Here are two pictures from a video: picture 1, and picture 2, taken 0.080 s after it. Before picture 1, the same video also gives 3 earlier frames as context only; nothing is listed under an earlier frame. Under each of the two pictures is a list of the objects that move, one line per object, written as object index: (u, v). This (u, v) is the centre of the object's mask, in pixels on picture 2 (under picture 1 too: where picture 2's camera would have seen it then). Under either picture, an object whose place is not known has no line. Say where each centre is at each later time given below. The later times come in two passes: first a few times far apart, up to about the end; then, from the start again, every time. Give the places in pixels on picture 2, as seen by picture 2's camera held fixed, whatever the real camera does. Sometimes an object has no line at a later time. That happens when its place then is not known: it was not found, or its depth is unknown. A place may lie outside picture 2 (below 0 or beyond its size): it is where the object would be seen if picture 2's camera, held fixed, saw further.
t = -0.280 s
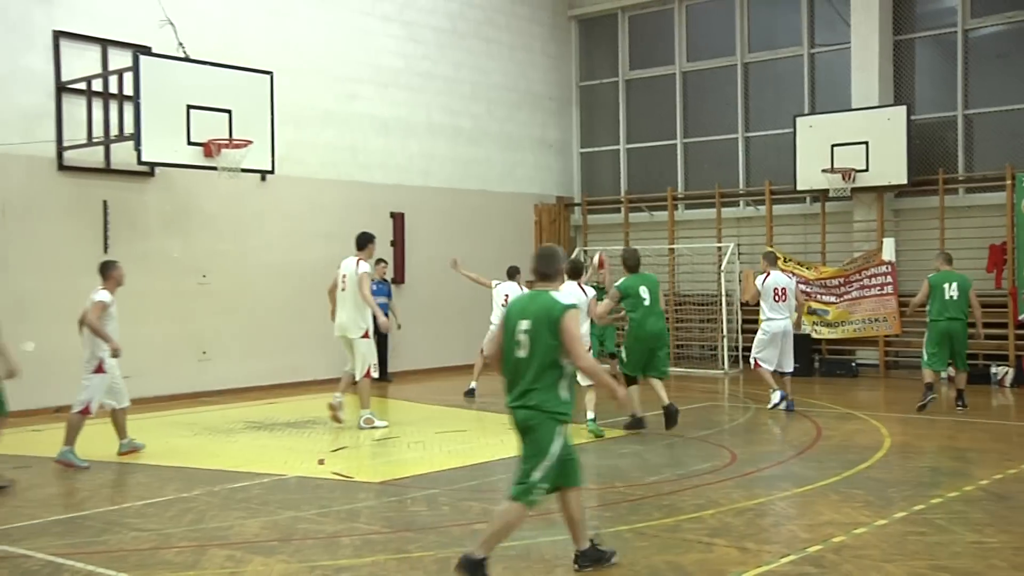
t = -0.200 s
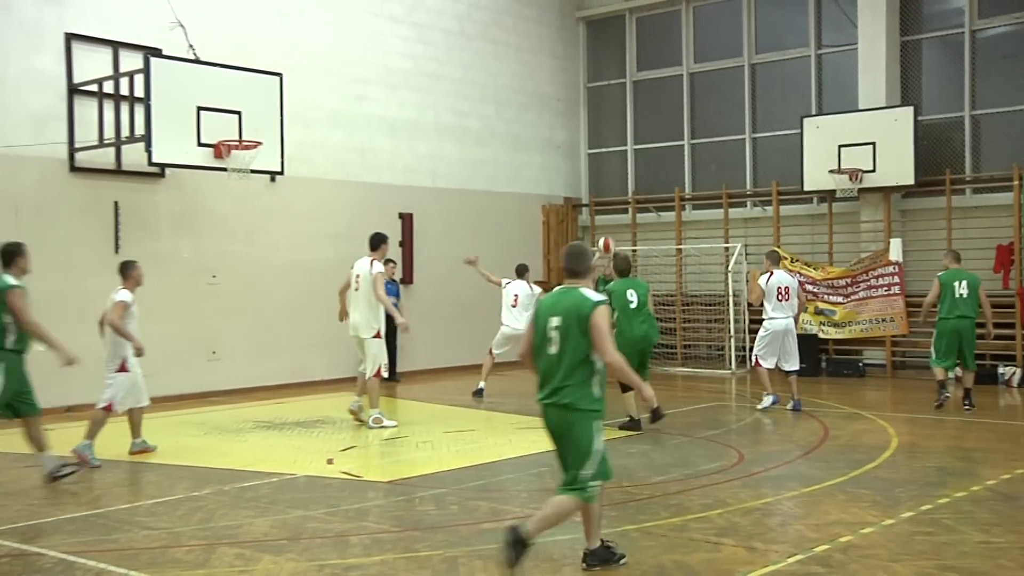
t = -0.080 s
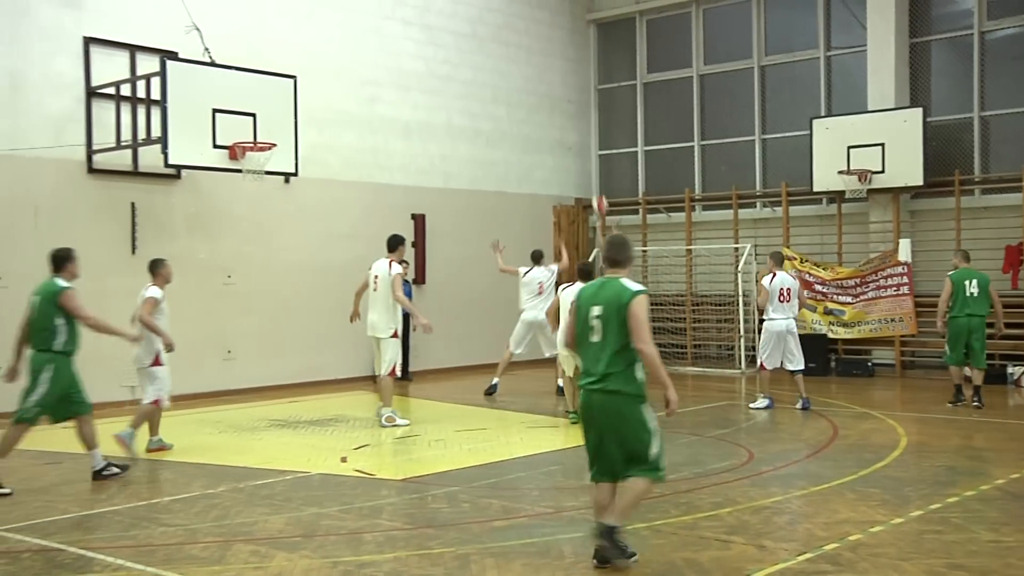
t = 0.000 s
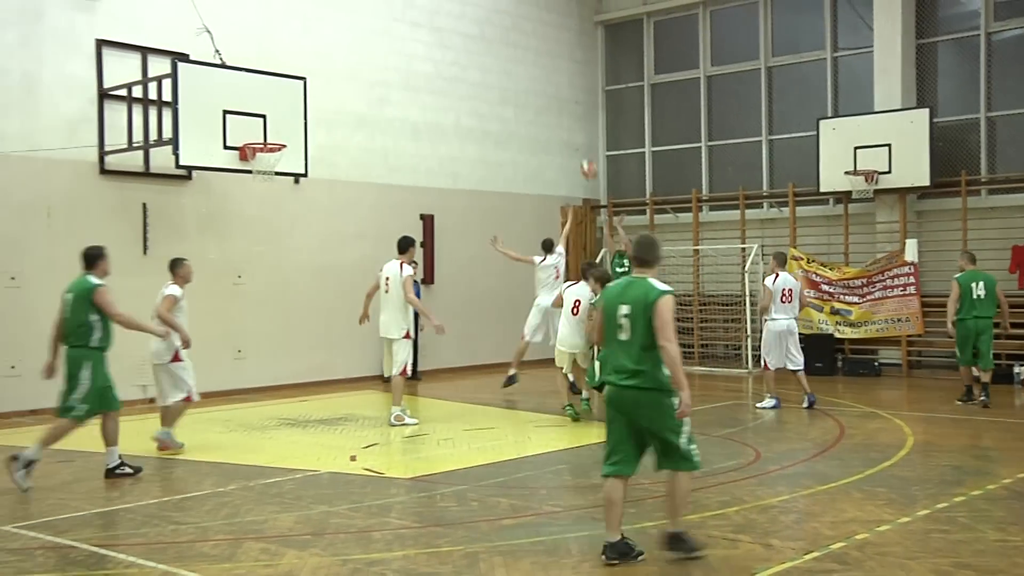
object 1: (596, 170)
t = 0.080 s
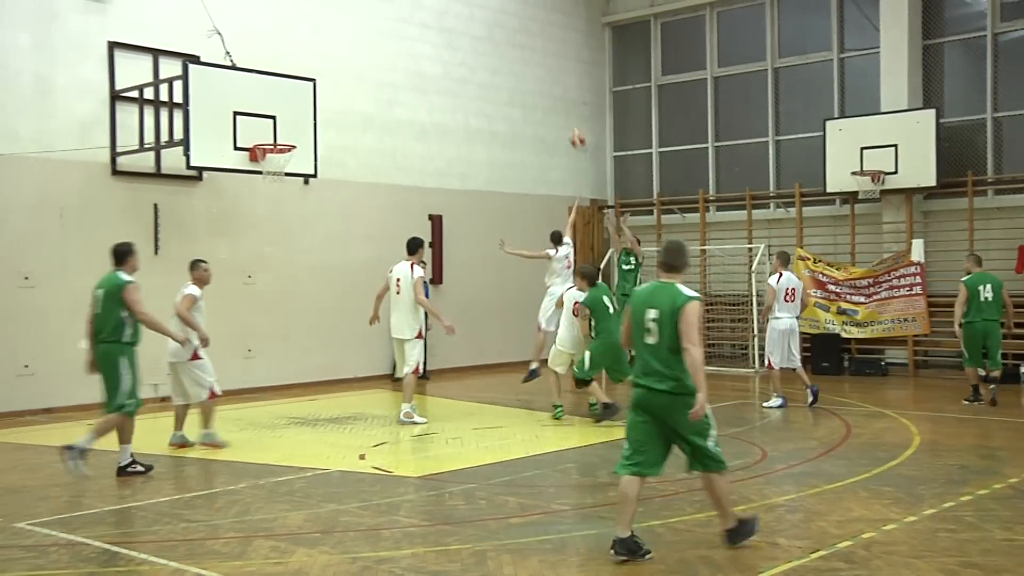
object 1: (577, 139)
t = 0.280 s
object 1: (528, 76)
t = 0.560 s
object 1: (457, 34)
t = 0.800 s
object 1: (390, 43)
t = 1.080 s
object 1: (308, 115)
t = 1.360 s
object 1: (344, 150)
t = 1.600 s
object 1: (425, 197)
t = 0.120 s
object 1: (567, 126)
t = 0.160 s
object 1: (558, 111)
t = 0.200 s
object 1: (548, 98)
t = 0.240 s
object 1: (538, 86)
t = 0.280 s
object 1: (528, 76)
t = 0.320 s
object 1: (518, 67)
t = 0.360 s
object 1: (508, 58)
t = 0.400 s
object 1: (499, 51)
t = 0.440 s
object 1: (489, 46)
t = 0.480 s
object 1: (479, 40)
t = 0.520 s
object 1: (467, 36)
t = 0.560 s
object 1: (457, 34)
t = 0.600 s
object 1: (445, 32)
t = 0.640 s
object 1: (435, 32)
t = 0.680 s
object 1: (424, 33)
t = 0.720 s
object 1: (413, 35)
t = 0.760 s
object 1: (402, 38)
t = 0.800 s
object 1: (390, 43)
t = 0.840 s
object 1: (378, 50)
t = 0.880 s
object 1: (367, 57)
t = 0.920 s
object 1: (355, 65)
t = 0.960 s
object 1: (343, 76)
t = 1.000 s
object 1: (332, 87)
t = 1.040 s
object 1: (320, 101)
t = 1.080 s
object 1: (308, 115)
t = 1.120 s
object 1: (295, 131)
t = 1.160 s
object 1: (286, 140)
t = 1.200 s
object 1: (294, 146)
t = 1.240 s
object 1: (306, 145)
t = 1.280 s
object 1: (318, 146)
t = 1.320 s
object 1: (332, 148)
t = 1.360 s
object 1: (344, 150)
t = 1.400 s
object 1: (358, 155)
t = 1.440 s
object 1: (372, 160)
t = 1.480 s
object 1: (385, 167)
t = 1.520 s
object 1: (398, 176)
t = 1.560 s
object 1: (411, 185)
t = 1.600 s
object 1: (425, 197)
